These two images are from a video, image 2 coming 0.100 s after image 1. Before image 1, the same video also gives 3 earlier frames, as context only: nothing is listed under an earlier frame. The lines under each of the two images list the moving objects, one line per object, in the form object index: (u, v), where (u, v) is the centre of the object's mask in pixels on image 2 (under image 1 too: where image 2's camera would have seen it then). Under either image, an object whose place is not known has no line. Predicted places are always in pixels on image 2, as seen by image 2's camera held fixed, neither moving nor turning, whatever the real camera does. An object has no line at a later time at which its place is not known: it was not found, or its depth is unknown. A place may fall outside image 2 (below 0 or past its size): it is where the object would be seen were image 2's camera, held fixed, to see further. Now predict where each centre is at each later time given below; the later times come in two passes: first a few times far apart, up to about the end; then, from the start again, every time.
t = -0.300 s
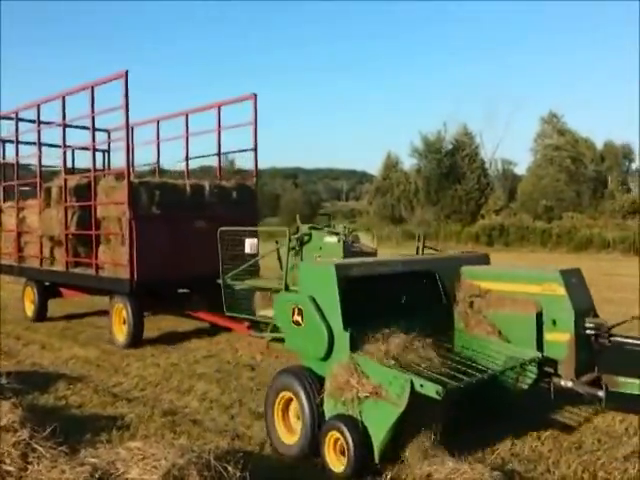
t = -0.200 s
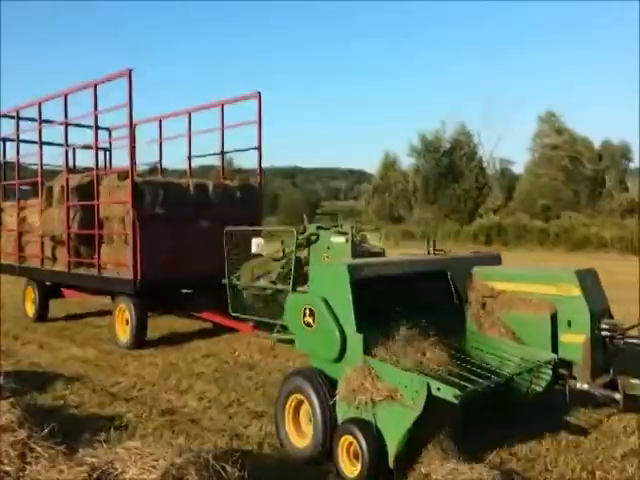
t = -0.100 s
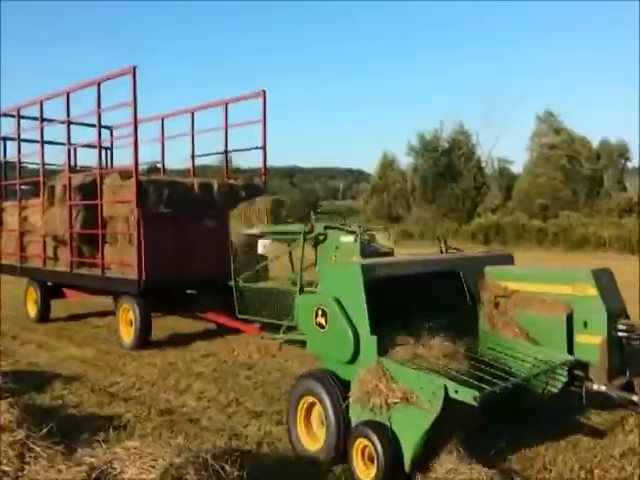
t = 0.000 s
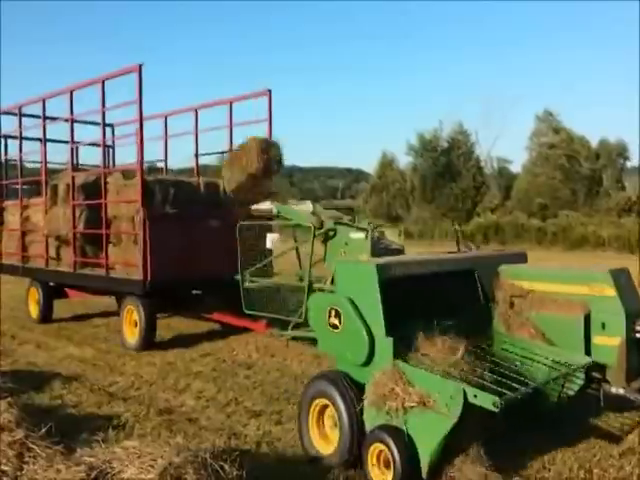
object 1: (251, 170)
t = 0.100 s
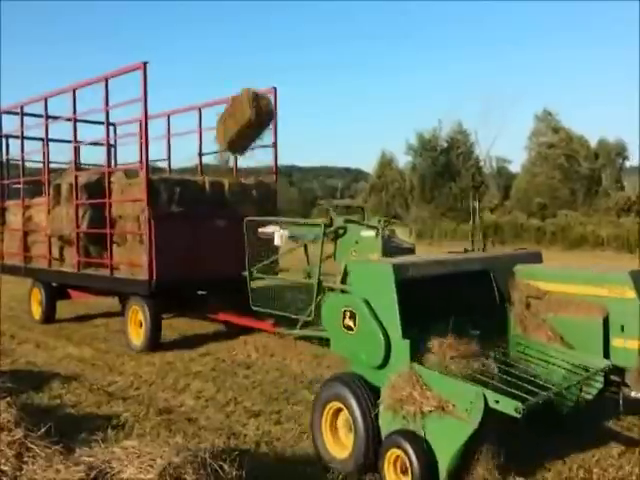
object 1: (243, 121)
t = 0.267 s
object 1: (232, 70)
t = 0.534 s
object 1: (218, 39)
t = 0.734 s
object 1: (209, 55)
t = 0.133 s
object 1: (241, 108)
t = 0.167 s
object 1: (239, 97)
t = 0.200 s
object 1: (236, 87)
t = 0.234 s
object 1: (234, 77)
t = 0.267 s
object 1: (232, 70)
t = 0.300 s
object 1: (230, 62)
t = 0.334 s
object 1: (228, 56)
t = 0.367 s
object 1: (226, 51)
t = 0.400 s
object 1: (224, 47)
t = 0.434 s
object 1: (222, 44)
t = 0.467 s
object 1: (221, 41)
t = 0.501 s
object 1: (219, 39)
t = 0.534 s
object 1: (218, 39)
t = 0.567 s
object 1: (216, 40)
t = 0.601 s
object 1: (214, 41)
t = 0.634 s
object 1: (213, 44)
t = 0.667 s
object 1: (211, 46)
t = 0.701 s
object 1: (210, 50)
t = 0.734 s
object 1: (209, 55)
